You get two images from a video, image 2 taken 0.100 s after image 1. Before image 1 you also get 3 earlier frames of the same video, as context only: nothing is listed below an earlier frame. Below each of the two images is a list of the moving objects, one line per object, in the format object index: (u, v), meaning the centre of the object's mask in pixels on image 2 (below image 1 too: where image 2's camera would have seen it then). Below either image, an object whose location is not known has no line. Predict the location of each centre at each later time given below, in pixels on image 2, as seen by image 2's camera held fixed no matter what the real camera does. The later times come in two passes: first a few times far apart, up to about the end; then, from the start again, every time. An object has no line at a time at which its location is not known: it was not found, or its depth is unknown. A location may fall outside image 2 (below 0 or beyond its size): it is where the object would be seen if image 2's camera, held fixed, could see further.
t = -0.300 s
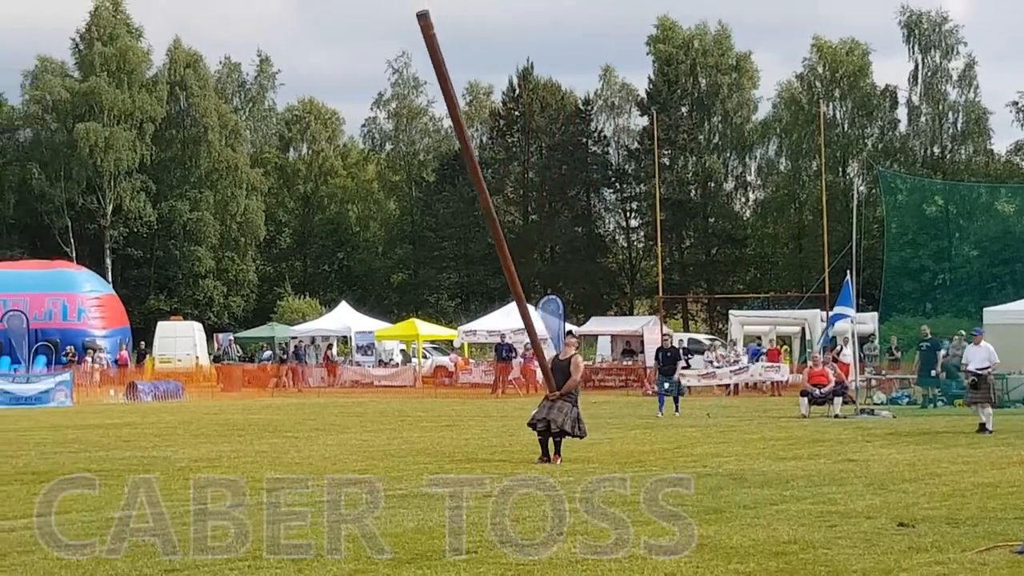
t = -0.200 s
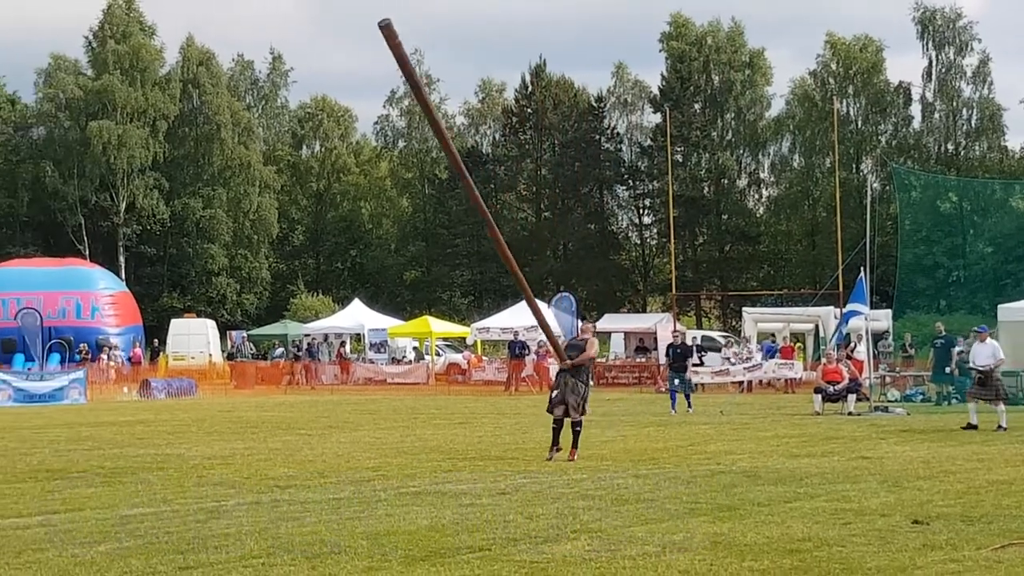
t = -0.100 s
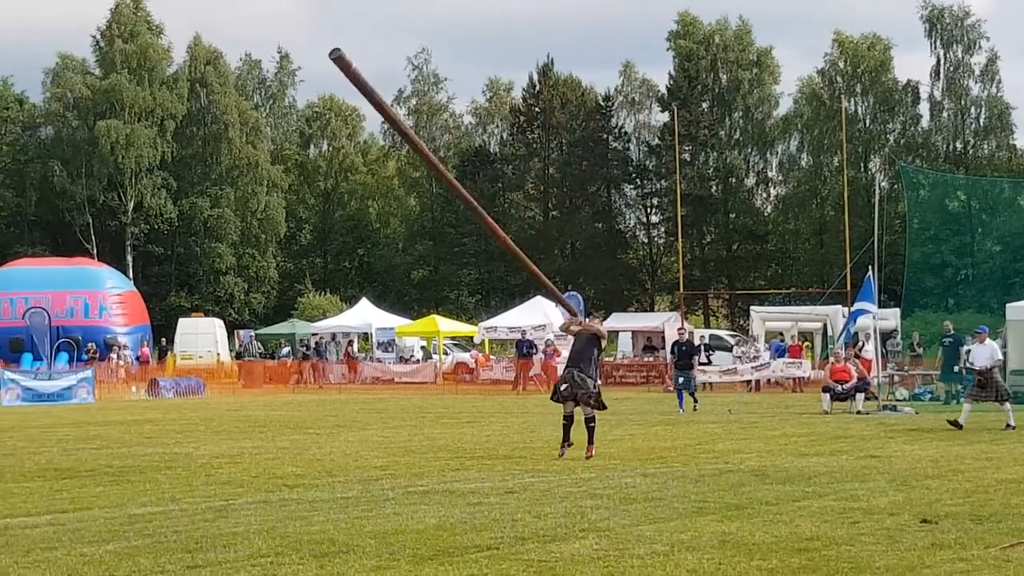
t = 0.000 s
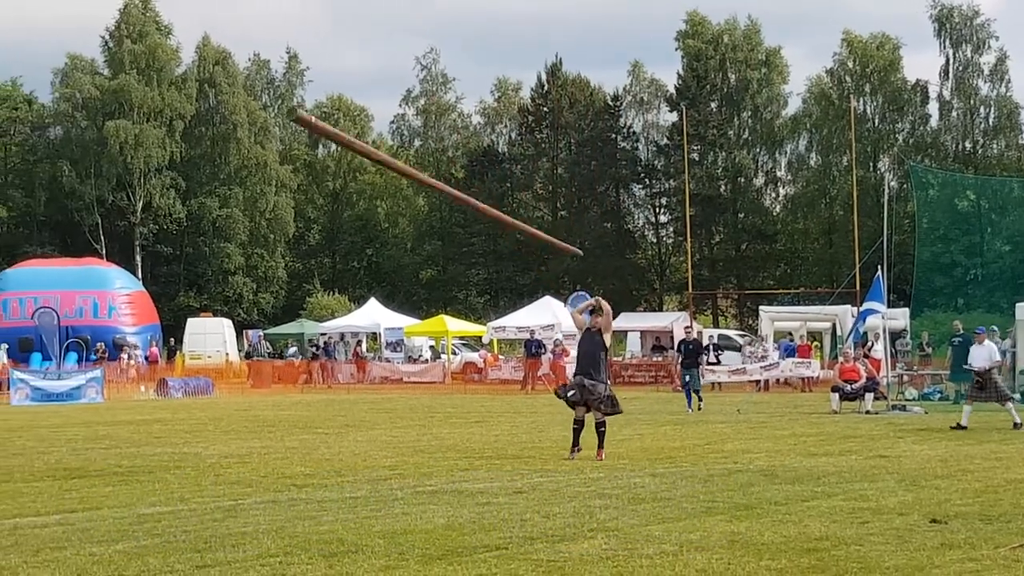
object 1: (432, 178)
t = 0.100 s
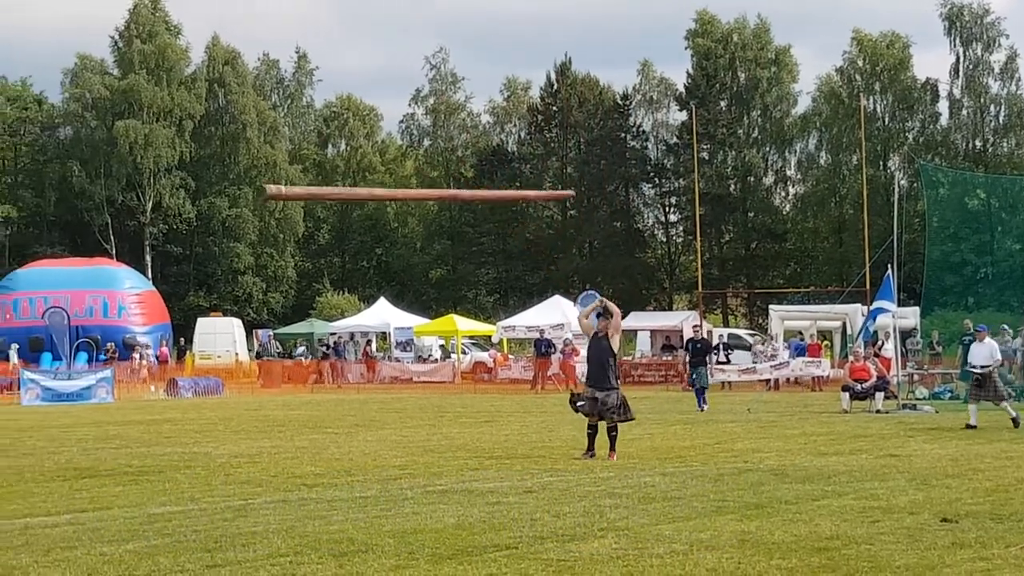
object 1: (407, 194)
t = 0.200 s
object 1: (377, 218)
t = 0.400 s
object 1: (315, 295)
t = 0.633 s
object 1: (272, 266)
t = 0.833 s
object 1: (233, 267)
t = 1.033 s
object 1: (203, 262)
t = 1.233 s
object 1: (174, 266)
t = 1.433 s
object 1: (136, 263)
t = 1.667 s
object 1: (81, 312)
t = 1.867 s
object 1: (21, 409)
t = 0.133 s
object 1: (398, 201)
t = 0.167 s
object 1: (388, 209)
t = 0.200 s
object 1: (377, 218)
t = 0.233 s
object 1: (364, 230)
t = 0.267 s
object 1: (354, 242)
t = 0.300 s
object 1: (347, 251)
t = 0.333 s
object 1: (337, 263)
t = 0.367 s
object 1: (326, 279)
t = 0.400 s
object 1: (315, 295)
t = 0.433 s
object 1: (307, 302)
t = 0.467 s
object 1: (302, 292)
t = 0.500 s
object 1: (295, 288)
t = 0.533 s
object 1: (290, 280)
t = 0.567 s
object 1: (284, 275)
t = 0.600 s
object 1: (278, 270)
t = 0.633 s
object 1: (272, 266)
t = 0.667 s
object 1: (266, 263)
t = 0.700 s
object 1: (258, 265)
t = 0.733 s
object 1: (252, 263)
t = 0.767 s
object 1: (246, 264)
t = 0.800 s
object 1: (240, 265)
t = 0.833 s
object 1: (233, 267)
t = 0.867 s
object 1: (228, 265)
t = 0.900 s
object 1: (223, 265)
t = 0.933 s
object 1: (218, 264)
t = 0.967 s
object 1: (213, 264)
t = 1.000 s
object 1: (208, 262)
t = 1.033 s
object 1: (203, 262)
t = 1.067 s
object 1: (199, 262)
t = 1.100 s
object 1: (193, 265)
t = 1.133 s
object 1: (189, 264)
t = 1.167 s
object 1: (184, 265)
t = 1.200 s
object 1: (179, 264)
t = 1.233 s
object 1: (174, 266)
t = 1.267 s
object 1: (168, 264)
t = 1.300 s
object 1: (162, 265)
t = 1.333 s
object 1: (156, 261)
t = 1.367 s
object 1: (150, 263)
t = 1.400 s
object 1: (143, 264)
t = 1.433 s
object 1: (136, 263)
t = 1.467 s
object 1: (128, 264)
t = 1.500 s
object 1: (120, 268)
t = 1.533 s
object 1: (112, 272)
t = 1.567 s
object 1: (104, 280)
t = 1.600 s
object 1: (97, 290)
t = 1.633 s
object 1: (88, 298)
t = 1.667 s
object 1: (81, 312)
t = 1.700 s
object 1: (70, 322)
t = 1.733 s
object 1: (63, 338)
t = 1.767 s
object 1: (51, 351)
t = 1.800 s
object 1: (41, 368)
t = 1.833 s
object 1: (31, 387)
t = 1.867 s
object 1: (21, 409)
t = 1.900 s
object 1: (11, 434)
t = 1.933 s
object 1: (4, 459)
